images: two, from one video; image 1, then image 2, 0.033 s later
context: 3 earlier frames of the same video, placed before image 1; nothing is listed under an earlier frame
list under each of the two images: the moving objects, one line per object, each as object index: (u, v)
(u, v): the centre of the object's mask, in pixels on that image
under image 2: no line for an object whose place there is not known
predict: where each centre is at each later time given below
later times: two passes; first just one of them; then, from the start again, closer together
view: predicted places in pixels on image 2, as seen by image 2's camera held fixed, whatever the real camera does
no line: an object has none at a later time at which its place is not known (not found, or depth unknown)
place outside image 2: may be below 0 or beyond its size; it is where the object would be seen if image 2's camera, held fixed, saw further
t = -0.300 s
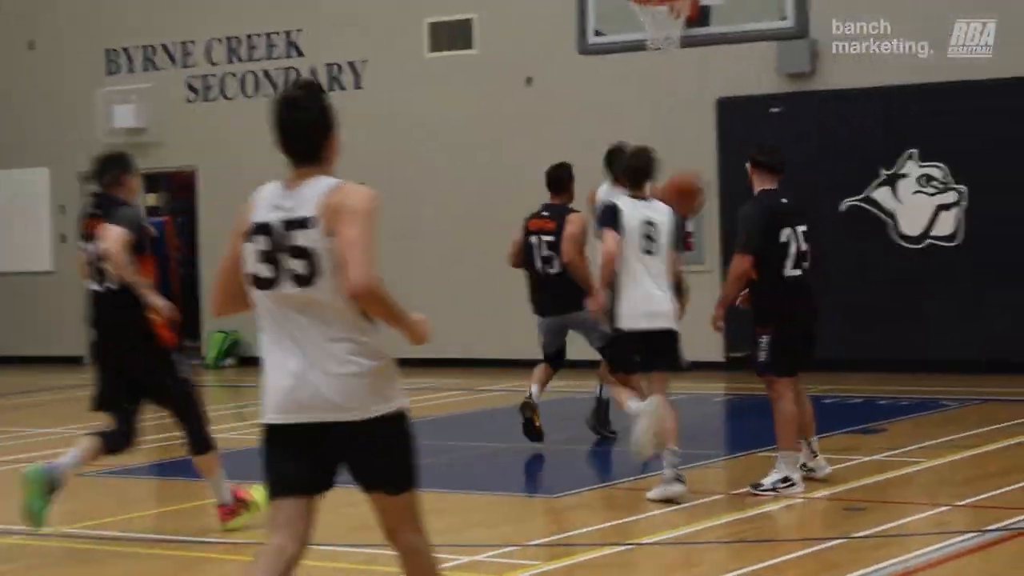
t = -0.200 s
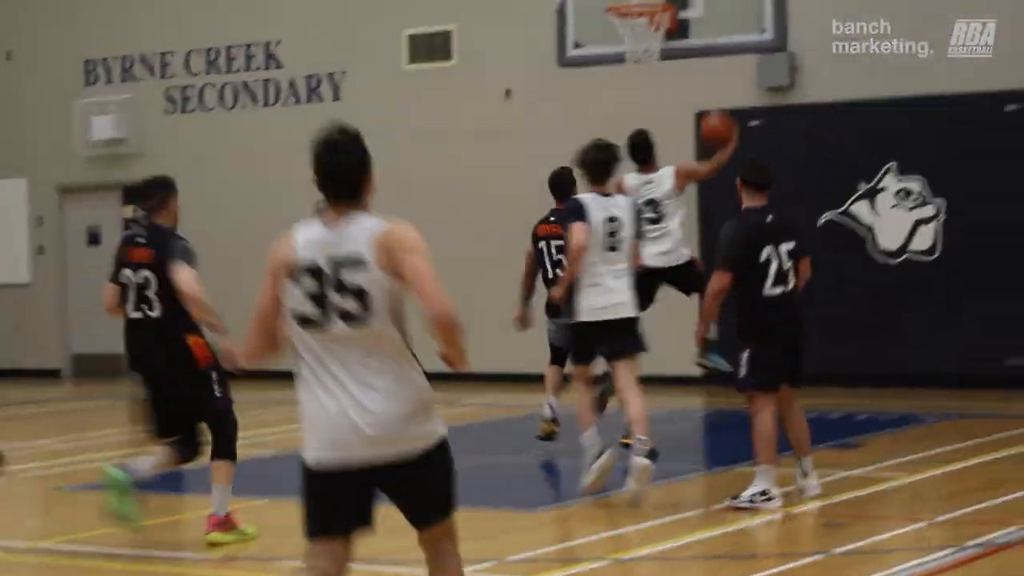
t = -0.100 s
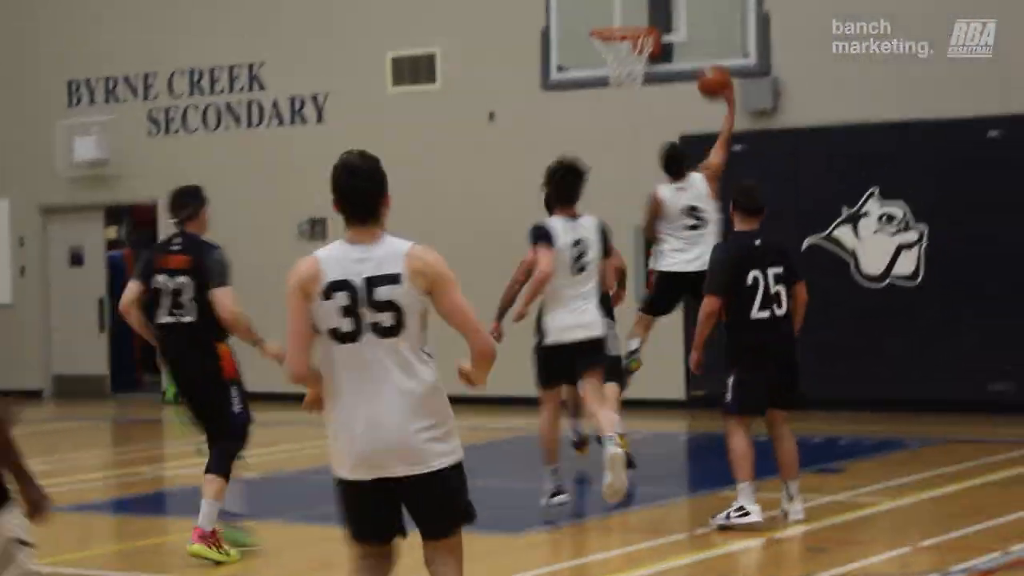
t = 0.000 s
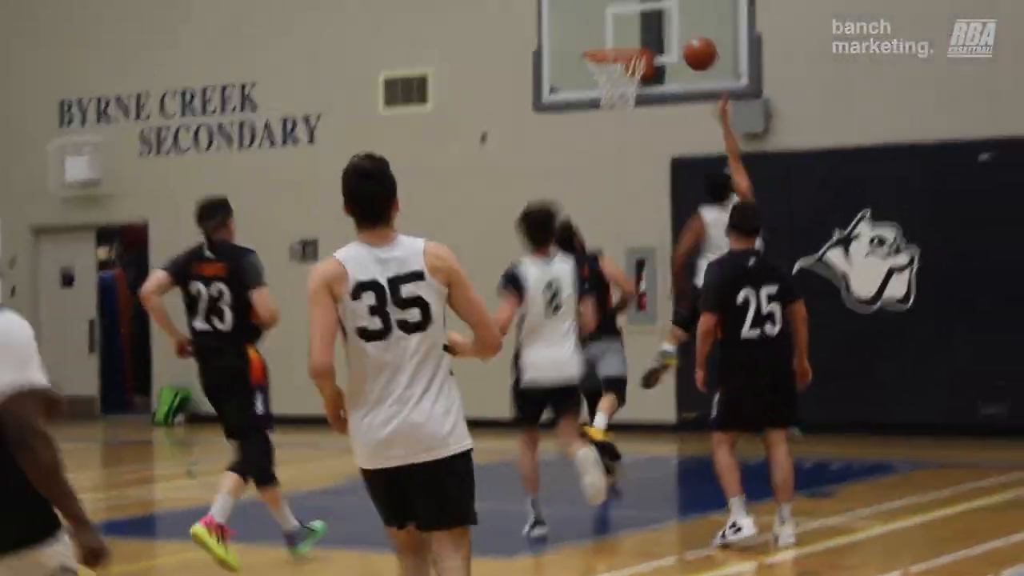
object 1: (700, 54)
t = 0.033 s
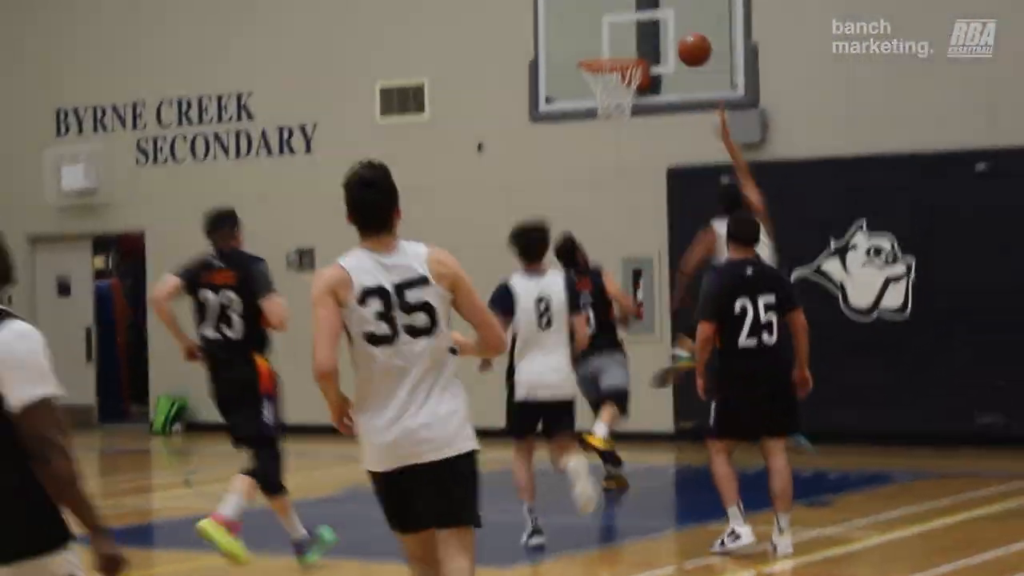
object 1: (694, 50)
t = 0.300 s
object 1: (659, 2)
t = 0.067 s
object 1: (693, 38)
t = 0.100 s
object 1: (692, 28)
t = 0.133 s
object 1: (690, 18)
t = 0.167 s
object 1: (686, 10)
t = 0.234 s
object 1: (673, 4)
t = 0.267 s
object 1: (666, 2)
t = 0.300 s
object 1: (659, 2)
